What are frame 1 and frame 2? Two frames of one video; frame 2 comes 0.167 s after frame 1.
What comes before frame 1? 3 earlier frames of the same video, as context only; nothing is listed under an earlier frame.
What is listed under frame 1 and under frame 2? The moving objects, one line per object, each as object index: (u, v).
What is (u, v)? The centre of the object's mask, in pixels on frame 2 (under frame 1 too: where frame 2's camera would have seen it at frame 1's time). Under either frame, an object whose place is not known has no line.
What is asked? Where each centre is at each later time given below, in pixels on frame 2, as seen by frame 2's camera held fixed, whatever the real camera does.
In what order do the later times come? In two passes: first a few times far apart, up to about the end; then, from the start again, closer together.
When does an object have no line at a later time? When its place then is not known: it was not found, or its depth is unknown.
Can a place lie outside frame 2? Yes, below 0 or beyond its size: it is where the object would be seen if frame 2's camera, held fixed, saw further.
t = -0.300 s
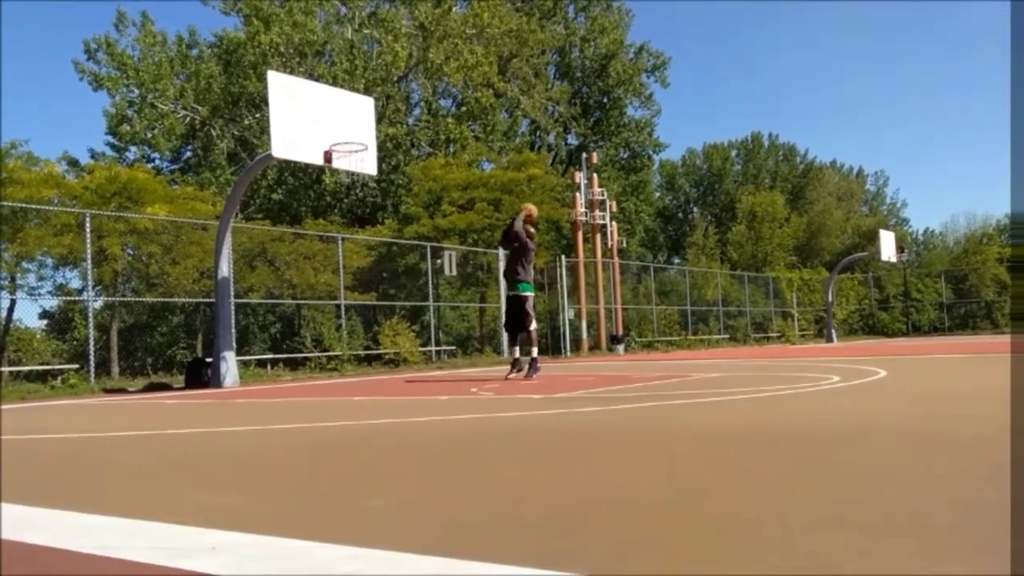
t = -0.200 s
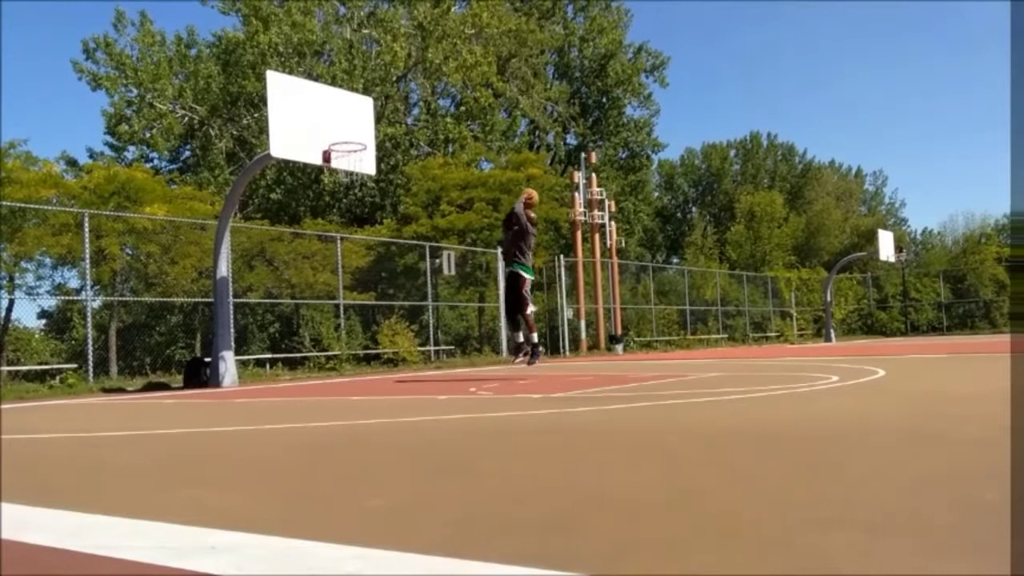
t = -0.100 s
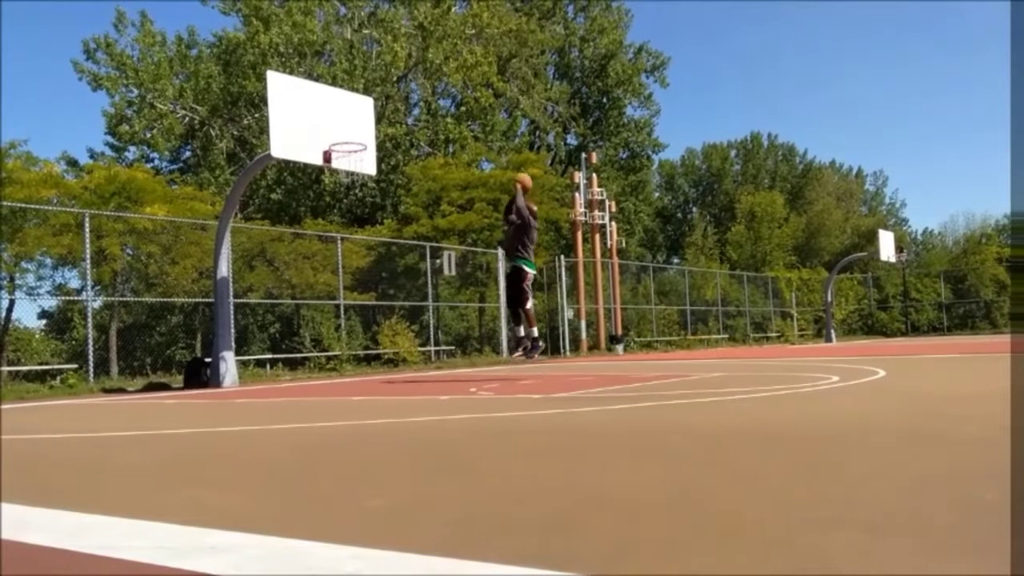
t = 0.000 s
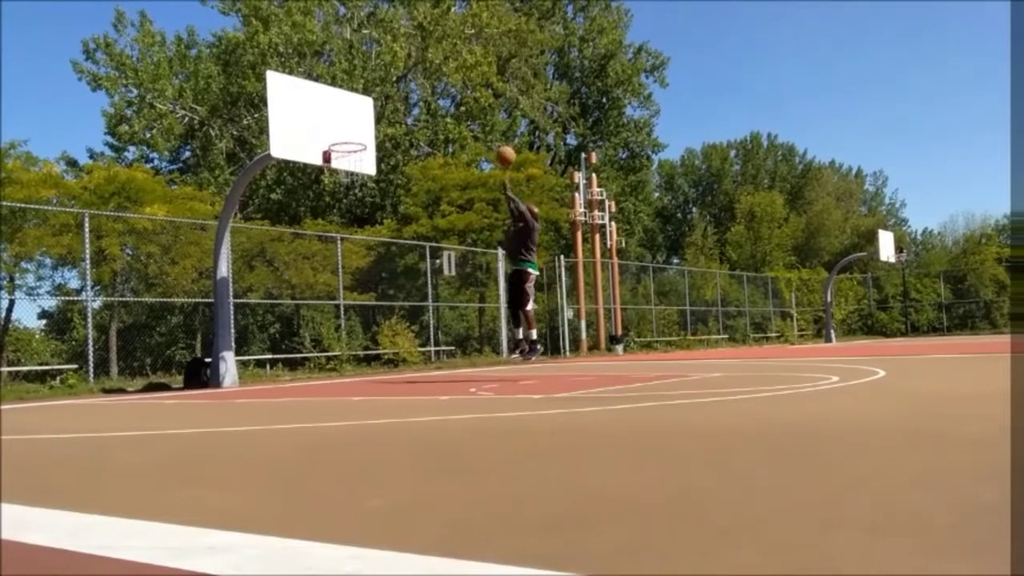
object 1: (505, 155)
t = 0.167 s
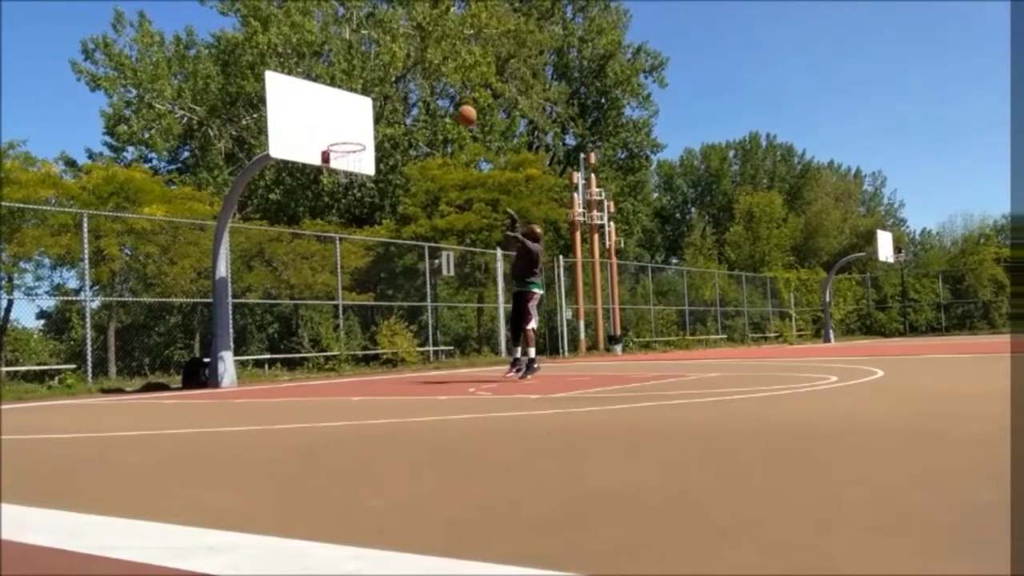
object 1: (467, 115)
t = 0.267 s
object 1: (446, 100)
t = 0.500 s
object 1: (399, 99)
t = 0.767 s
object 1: (350, 147)
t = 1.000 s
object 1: (339, 172)
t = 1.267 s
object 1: (347, 183)
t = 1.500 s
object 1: (364, 232)
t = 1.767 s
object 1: (385, 335)
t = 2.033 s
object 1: (400, 303)
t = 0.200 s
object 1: (460, 109)
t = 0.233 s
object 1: (453, 106)
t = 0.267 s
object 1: (446, 100)
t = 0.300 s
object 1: (439, 98)
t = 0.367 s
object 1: (425, 95)
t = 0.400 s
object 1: (419, 94)
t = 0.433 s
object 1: (412, 95)
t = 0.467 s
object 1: (406, 97)
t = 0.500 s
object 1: (399, 99)
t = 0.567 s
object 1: (387, 105)
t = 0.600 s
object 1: (380, 110)
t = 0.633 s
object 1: (374, 117)
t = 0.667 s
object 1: (368, 123)
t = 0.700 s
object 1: (362, 130)
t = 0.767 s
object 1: (350, 147)
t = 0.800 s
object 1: (344, 156)
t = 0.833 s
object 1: (341, 162)
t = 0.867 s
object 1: (340, 167)
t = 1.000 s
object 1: (339, 172)
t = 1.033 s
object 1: (339, 172)
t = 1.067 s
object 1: (338, 174)
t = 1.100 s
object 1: (339, 175)
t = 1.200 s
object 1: (342, 177)
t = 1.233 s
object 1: (344, 180)
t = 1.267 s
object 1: (347, 183)
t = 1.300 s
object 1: (349, 188)
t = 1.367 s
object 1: (355, 199)
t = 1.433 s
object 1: (359, 215)
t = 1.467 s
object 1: (361, 222)
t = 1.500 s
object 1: (364, 232)
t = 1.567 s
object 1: (369, 253)
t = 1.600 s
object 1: (372, 265)
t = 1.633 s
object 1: (374, 277)
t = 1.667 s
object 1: (377, 290)
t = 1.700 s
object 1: (379, 305)
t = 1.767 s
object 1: (385, 335)
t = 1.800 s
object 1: (388, 351)
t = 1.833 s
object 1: (390, 369)
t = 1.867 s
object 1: (392, 366)
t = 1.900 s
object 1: (393, 351)
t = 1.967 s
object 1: (397, 325)
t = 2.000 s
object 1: (399, 314)
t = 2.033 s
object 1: (400, 303)
